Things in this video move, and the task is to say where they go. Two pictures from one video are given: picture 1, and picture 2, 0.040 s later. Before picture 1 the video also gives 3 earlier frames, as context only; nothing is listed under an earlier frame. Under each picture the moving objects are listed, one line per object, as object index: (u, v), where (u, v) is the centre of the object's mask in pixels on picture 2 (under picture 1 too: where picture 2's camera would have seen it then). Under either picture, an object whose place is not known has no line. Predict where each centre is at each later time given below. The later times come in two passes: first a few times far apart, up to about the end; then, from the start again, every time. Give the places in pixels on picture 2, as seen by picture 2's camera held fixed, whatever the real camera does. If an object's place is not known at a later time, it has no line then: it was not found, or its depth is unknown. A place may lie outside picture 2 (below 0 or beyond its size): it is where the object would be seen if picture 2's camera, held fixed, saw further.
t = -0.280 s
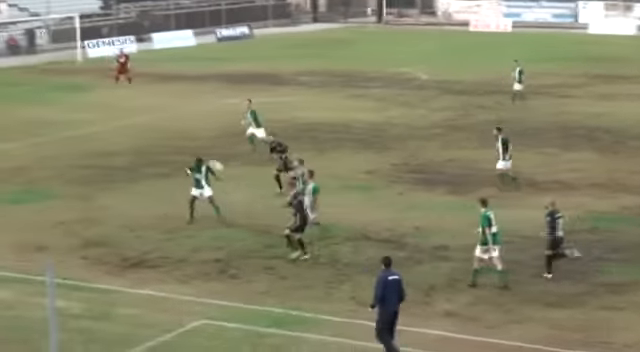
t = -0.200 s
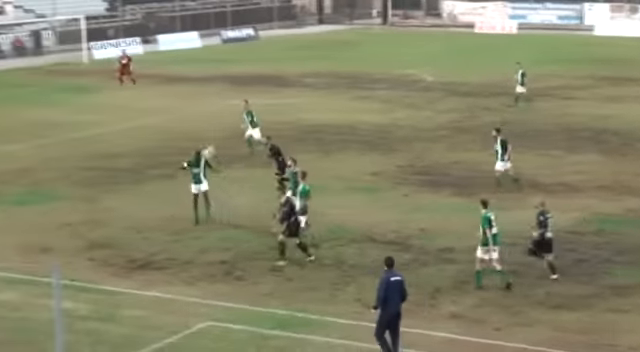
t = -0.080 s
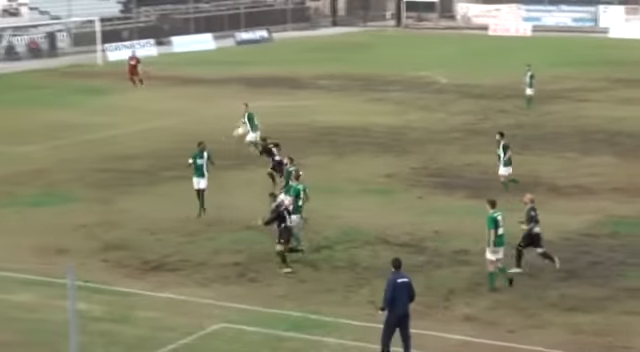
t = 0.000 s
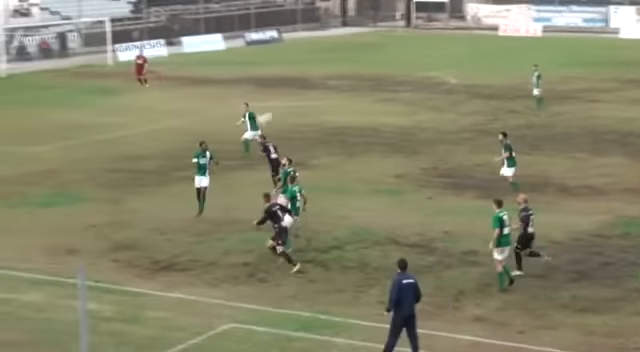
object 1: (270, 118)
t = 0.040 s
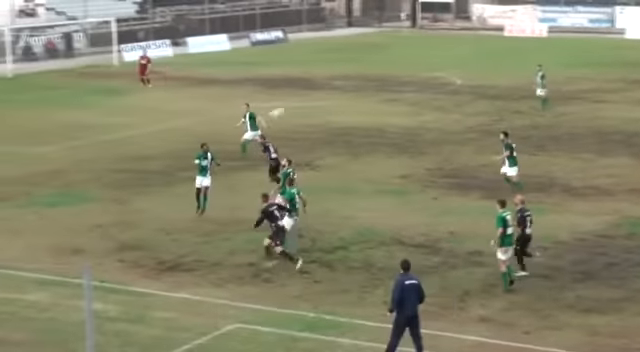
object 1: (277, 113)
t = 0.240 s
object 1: (312, 96)
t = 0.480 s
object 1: (356, 96)
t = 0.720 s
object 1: (401, 122)
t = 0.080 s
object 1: (283, 107)
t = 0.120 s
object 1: (290, 104)
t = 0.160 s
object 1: (298, 101)
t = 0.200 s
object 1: (304, 98)
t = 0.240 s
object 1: (312, 96)
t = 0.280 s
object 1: (319, 94)
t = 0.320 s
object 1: (326, 93)
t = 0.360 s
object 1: (333, 93)
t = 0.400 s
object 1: (341, 93)
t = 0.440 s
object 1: (348, 94)
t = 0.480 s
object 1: (356, 96)
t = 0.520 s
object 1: (363, 99)
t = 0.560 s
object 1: (371, 102)
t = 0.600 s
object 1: (378, 106)
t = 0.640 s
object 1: (385, 111)
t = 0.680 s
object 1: (393, 116)
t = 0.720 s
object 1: (401, 122)
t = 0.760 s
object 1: (409, 129)
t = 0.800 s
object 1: (417, 136)
